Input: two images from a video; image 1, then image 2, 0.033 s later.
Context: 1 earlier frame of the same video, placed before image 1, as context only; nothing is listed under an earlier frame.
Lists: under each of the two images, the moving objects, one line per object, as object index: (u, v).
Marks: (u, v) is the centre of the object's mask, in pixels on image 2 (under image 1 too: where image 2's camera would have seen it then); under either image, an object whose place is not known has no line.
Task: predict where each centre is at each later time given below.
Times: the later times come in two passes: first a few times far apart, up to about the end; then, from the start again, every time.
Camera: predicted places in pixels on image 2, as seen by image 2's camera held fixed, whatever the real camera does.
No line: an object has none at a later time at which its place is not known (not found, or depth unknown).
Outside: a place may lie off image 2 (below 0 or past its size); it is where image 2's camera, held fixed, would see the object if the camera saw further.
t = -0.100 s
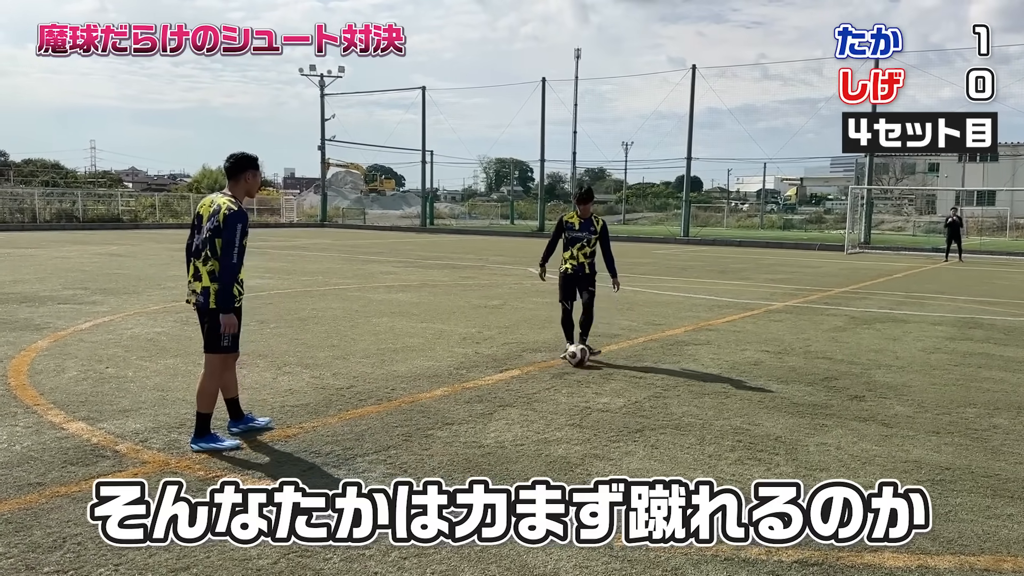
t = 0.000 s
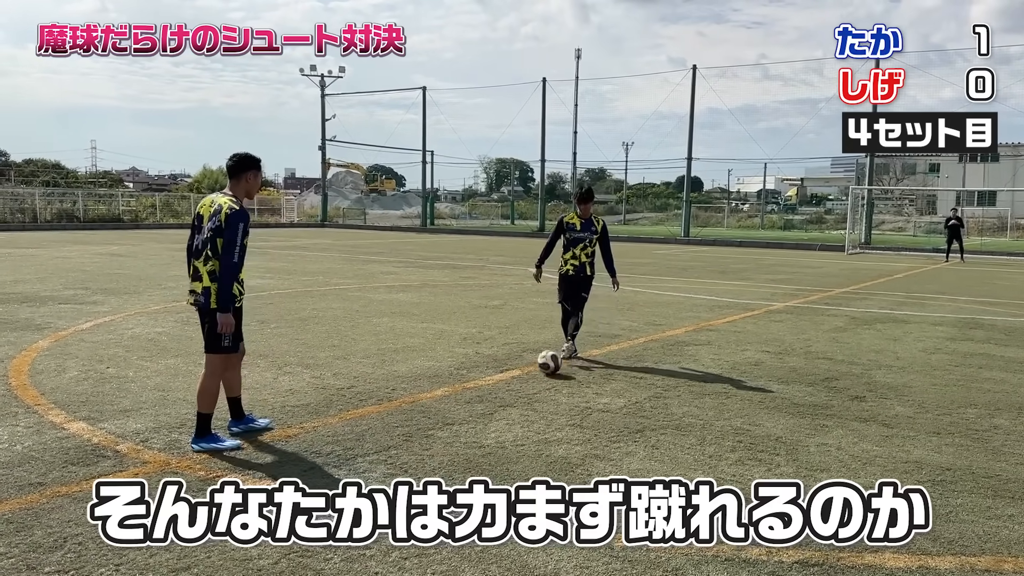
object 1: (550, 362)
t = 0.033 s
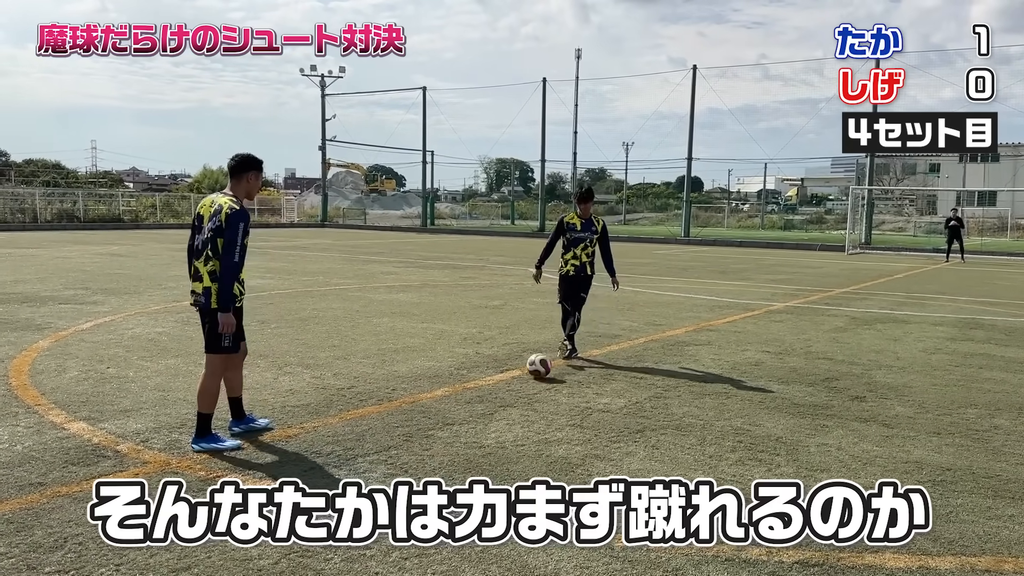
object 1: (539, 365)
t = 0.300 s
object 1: (455, 389)
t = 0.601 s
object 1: (358, 412)
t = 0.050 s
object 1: (533, 368)
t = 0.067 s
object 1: (528, 369)
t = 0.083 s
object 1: (523, 371)
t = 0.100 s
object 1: (518, 372)
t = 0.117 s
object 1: (512, 374)
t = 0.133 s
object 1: (507, 376)
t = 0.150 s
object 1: (501, 377)
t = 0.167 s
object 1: (497, 378)
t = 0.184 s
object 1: (492, 377)
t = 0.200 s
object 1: (487, 378)
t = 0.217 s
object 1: (482, 379)
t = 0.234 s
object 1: (477, 381)
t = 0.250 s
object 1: (471, 382)
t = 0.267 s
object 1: (466, 384)
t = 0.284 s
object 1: (461, 387)
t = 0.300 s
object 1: (455, 389)
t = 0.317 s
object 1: (450, 389)
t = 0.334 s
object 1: (445, 389)
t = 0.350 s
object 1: (440, 389)
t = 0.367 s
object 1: (435, 390)
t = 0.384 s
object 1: (430, 391)
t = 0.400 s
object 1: (425, 392)
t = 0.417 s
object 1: (420, 394)
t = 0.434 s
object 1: (415, 396)
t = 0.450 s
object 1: (410, 399)
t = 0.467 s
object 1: (404, 402)
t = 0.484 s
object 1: (399, 402)
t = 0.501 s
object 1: (393, 402)
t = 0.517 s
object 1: (387, 403)
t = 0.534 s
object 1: (382, 403)
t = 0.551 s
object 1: (375, 405)
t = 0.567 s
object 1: (370, 407)
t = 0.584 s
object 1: (364, 409)
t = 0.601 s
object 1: (358, 412)
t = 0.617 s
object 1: (351, 414)
